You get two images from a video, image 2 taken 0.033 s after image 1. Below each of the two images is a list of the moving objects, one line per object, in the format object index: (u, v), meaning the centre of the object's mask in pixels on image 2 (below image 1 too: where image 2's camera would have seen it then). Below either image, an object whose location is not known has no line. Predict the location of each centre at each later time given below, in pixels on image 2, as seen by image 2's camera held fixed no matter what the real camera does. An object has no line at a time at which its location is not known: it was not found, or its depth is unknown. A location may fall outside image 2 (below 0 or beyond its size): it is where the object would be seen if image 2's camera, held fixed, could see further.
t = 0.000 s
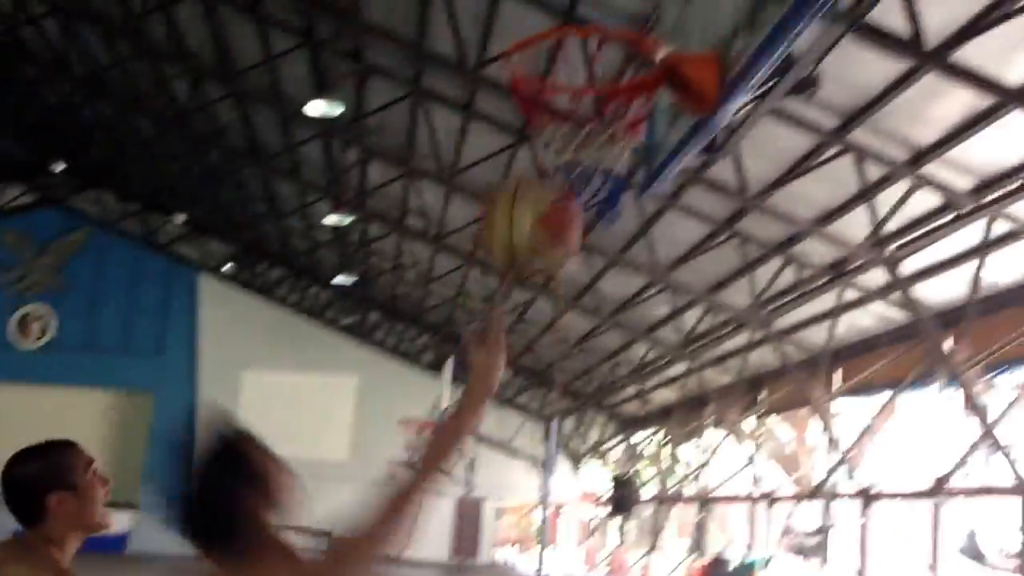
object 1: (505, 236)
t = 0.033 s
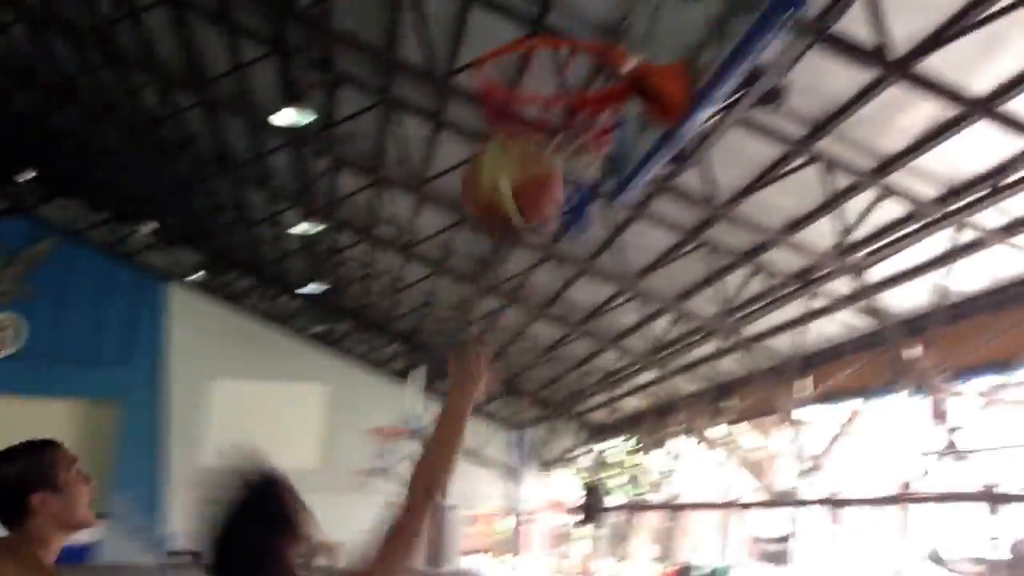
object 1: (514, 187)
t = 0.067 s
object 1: (525, 143)
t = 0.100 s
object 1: (535, 106)
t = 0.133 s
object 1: (551, 77)
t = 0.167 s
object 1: (561, 46)
